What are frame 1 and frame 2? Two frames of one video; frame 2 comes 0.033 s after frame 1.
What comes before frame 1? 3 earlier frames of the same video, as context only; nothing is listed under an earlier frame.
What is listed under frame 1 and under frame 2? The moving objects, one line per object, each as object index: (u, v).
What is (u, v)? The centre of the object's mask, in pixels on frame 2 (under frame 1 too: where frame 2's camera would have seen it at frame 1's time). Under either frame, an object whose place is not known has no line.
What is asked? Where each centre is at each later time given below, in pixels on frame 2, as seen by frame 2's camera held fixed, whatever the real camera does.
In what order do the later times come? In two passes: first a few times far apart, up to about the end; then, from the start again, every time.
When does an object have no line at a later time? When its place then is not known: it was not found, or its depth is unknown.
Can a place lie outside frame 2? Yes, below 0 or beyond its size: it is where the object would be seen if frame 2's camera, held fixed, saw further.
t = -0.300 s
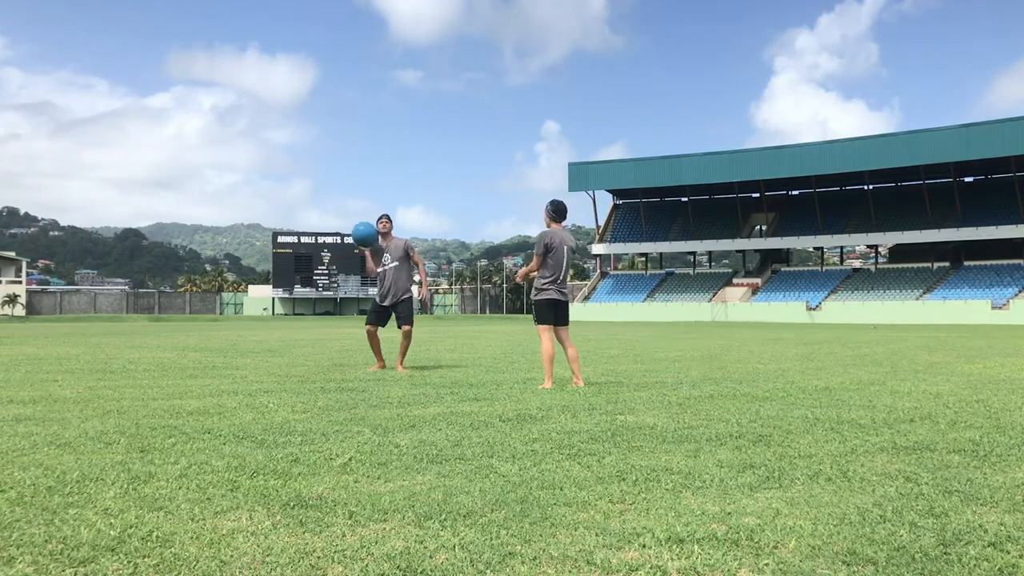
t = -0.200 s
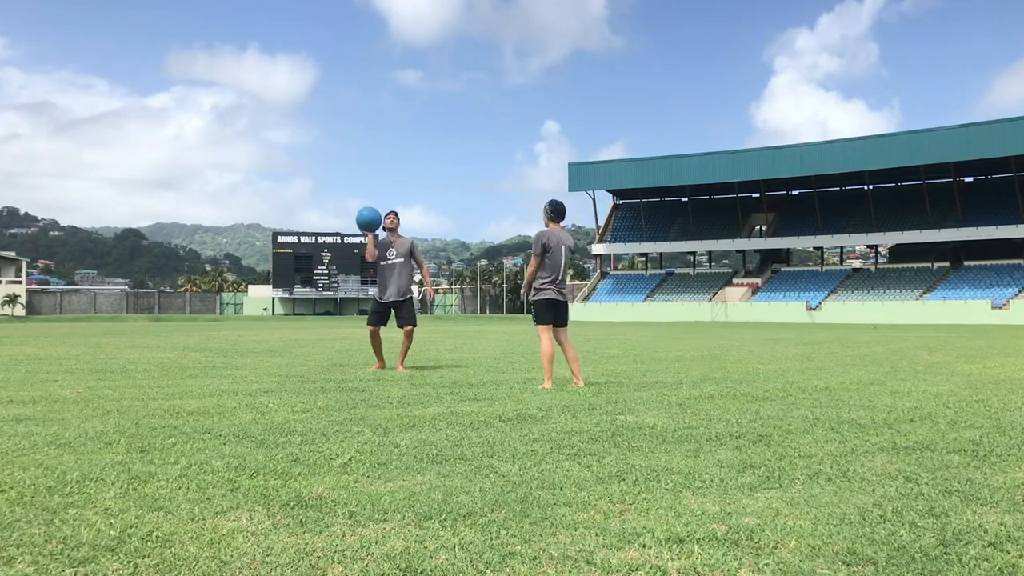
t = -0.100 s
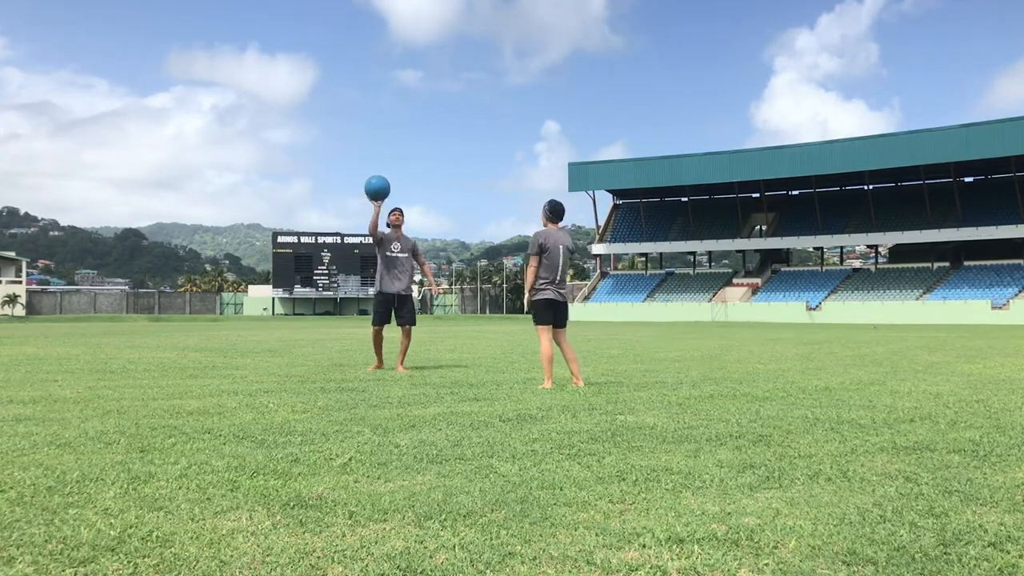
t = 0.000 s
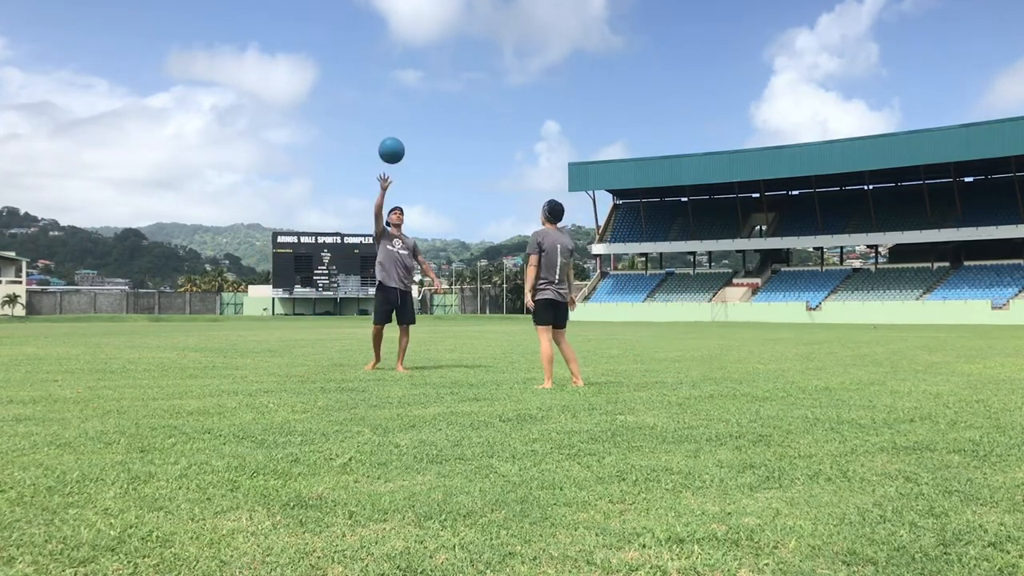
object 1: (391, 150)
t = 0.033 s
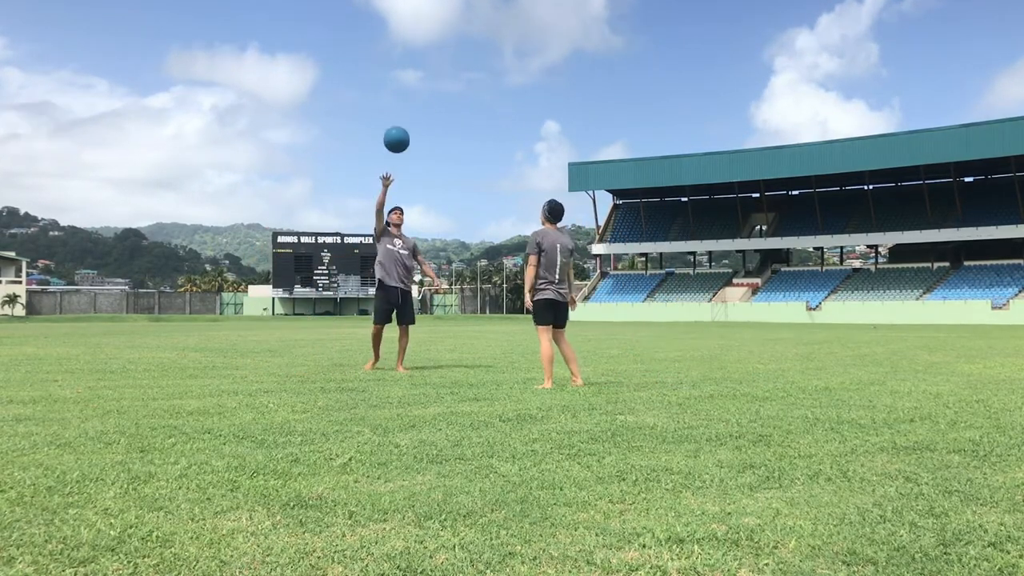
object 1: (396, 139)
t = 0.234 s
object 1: (427, 95)
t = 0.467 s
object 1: (466, 92)
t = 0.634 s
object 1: (495, 126)
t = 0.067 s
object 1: (401, 129)
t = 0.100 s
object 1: (406, 120)
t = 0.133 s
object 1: (411, 112)
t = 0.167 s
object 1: (417, 105)
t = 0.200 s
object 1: (422, 100)
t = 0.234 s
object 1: (427, 95)
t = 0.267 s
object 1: (432, 91)
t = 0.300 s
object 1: (438, 88)
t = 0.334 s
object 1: (443, 87)
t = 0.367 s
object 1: (449, 87)
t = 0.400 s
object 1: (454, 87)
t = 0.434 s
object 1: (460, 89)
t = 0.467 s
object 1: (466, 92)
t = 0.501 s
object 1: (471, 97)
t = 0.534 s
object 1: (477, 102)
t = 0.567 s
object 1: (483, 109)
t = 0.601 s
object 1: (489, 117)
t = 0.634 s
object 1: (495, 126)
